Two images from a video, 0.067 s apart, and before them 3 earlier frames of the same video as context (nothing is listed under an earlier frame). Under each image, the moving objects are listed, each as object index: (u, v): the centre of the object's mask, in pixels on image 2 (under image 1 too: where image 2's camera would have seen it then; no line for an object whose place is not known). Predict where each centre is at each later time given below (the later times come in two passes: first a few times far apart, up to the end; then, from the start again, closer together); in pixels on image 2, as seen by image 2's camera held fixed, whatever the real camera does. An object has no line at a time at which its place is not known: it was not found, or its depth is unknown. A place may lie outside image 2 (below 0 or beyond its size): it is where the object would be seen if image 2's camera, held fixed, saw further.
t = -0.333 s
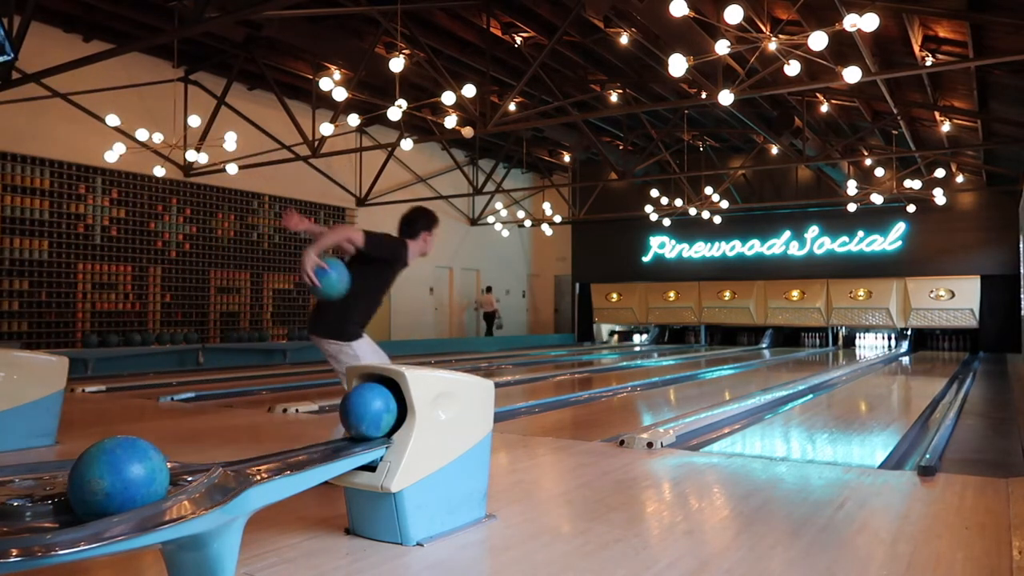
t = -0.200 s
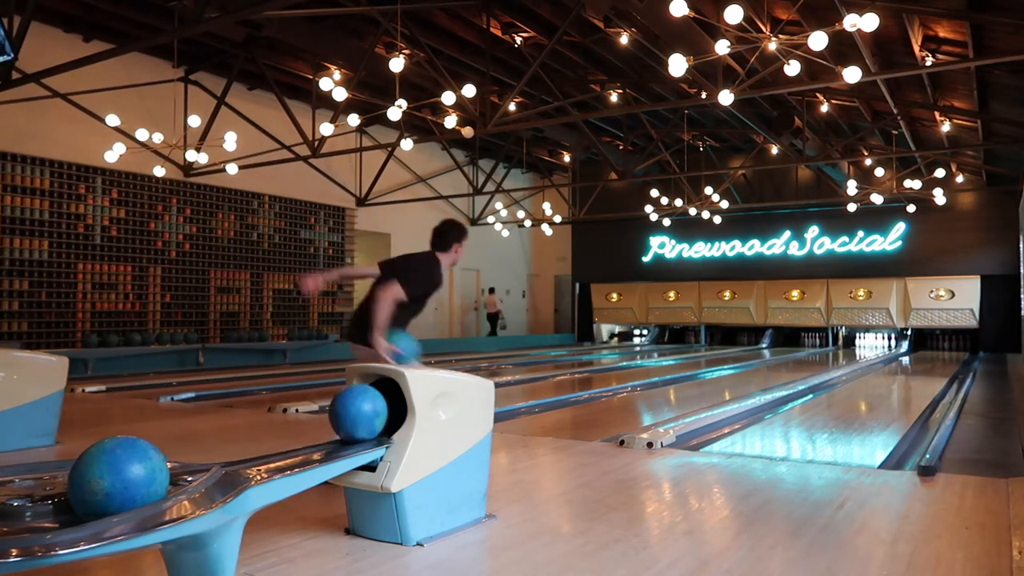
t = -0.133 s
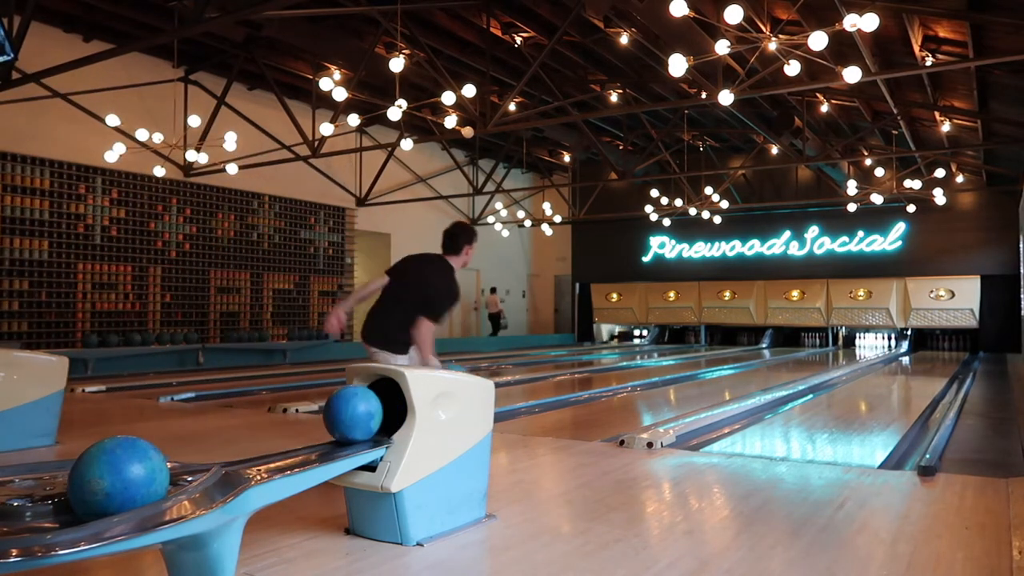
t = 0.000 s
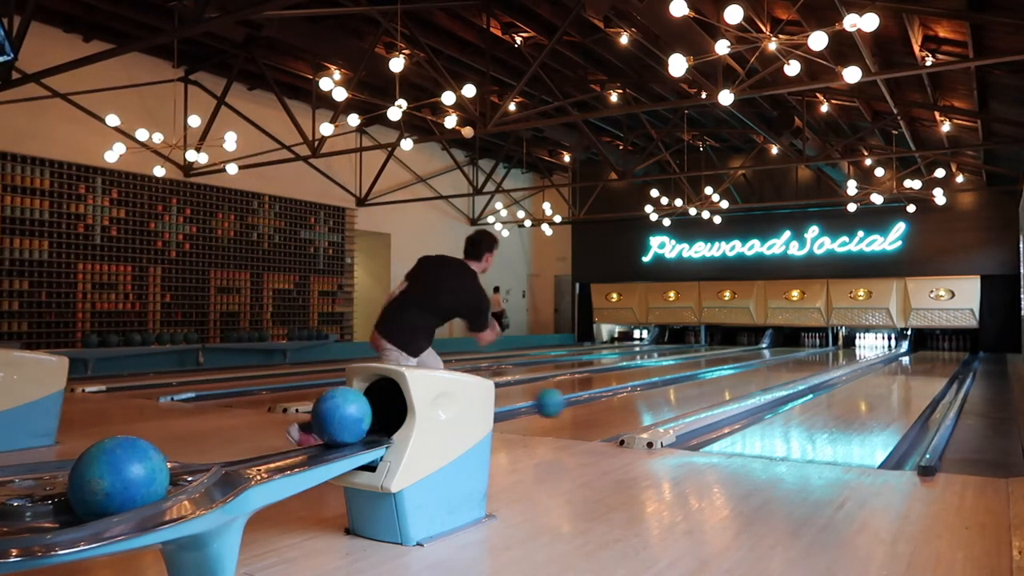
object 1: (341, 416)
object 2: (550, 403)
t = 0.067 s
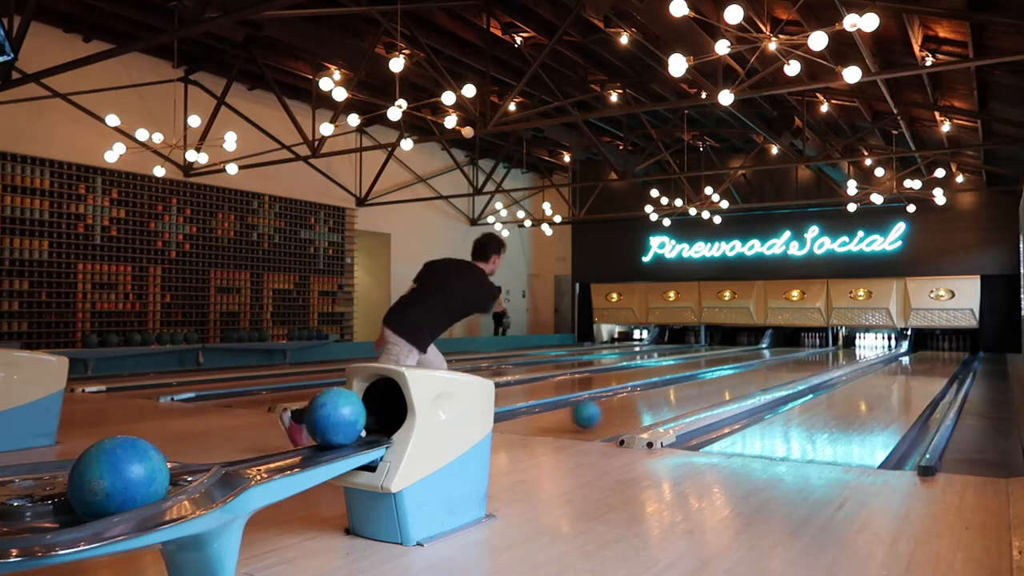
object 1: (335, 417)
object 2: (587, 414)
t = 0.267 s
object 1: (315, 421)
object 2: (667, 399)
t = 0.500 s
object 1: (288, 426)
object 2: (728, 385)
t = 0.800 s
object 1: (248, 433)
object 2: (781, 373)
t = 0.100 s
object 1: (332, 418)
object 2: (602, 413)
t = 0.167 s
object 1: (326, 419)
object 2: (630, 406)
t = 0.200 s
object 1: (322, 420)
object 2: (643, 404)
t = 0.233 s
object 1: (319, 420)
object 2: (655, 401)
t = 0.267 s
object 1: (315, 421)
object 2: (667, 399)
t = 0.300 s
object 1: (311, 422)
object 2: (677, 396)
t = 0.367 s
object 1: (304, 423)
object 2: (696, 392)
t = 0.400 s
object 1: (300, 424)
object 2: (705, 390)
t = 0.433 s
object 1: (296, 424)
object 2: (713, 388)
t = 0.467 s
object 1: (292, 425)
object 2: (721, 386)
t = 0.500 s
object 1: (288, 426)
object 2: (728, 385)
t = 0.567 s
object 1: (280, 428)
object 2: (742, 381)
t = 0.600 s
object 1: (275, 428)
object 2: (748, 380)
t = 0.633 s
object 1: (271, 429)
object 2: (754, 379)
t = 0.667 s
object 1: (267, 430)
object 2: (760, 377)
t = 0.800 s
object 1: (248, 433)
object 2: (781, 373)
